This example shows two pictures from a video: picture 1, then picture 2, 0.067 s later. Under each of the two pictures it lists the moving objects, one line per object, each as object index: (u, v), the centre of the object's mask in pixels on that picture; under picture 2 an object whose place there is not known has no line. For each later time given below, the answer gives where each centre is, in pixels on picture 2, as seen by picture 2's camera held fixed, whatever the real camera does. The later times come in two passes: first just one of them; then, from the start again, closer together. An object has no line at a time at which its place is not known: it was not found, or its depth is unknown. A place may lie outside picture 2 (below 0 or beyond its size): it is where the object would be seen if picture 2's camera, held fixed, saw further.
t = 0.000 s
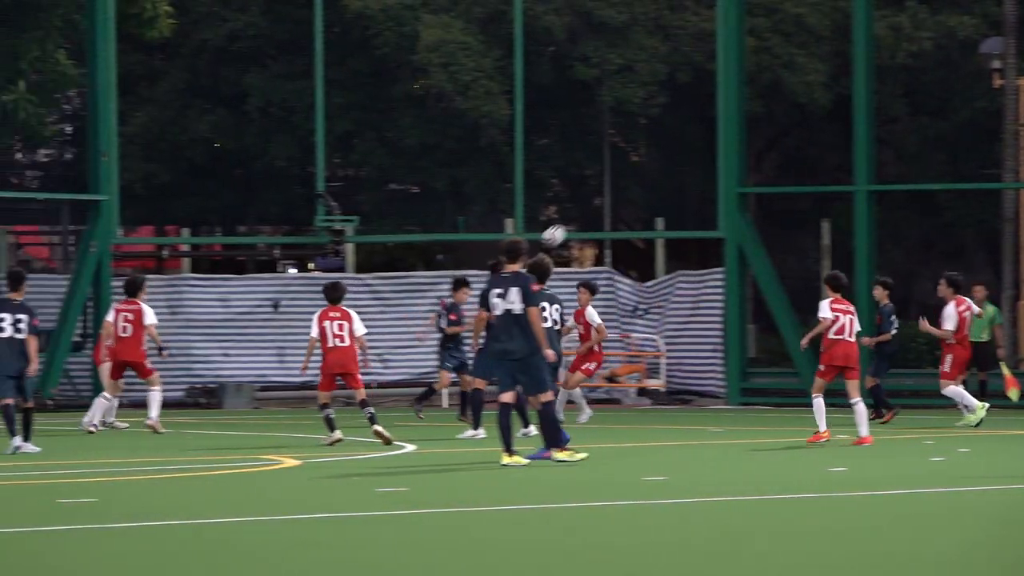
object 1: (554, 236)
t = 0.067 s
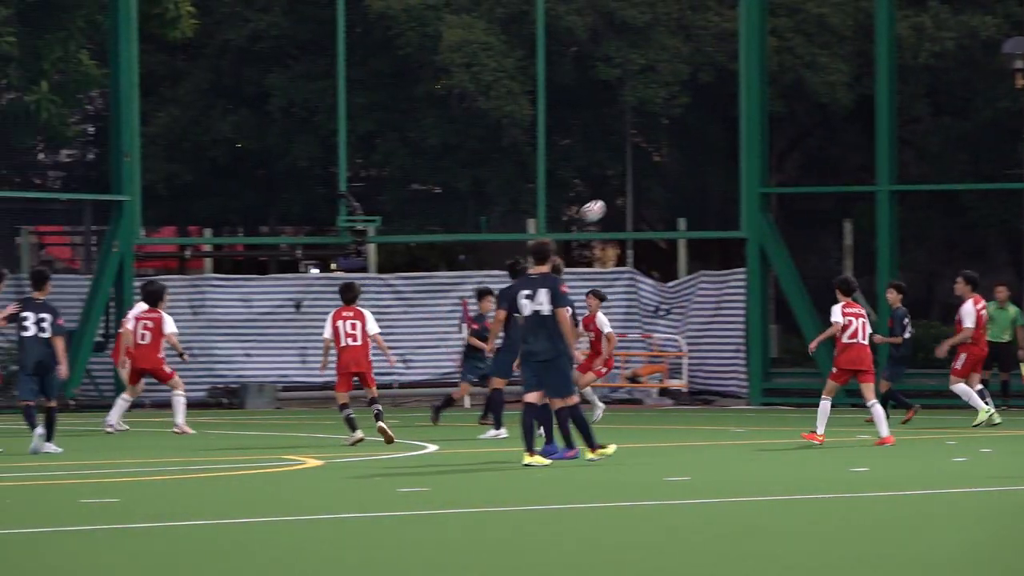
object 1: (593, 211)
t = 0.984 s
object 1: (815, 274)
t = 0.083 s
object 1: (597, 206)
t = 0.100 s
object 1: (601, 200)
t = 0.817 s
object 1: (775, 205)
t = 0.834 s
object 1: (779, 210)
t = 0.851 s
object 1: (784, 216)
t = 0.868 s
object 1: (788, 222)
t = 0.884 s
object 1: (792, 229)
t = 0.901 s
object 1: (795, 236)
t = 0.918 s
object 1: (799, 243)
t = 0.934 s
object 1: (803, 250)
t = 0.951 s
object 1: (807, 258)
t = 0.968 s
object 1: (811, 266)
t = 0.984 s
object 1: (815, 274)
